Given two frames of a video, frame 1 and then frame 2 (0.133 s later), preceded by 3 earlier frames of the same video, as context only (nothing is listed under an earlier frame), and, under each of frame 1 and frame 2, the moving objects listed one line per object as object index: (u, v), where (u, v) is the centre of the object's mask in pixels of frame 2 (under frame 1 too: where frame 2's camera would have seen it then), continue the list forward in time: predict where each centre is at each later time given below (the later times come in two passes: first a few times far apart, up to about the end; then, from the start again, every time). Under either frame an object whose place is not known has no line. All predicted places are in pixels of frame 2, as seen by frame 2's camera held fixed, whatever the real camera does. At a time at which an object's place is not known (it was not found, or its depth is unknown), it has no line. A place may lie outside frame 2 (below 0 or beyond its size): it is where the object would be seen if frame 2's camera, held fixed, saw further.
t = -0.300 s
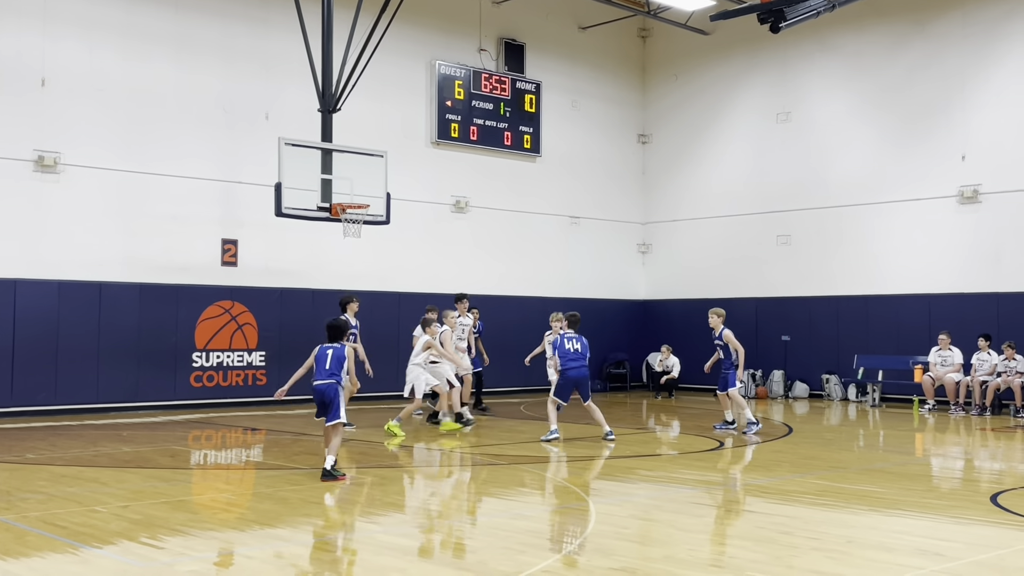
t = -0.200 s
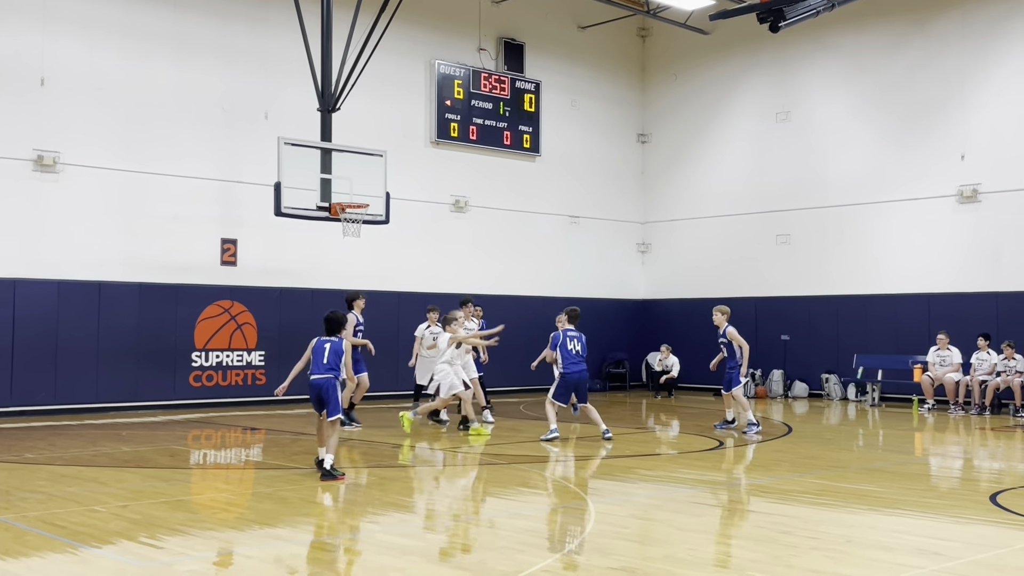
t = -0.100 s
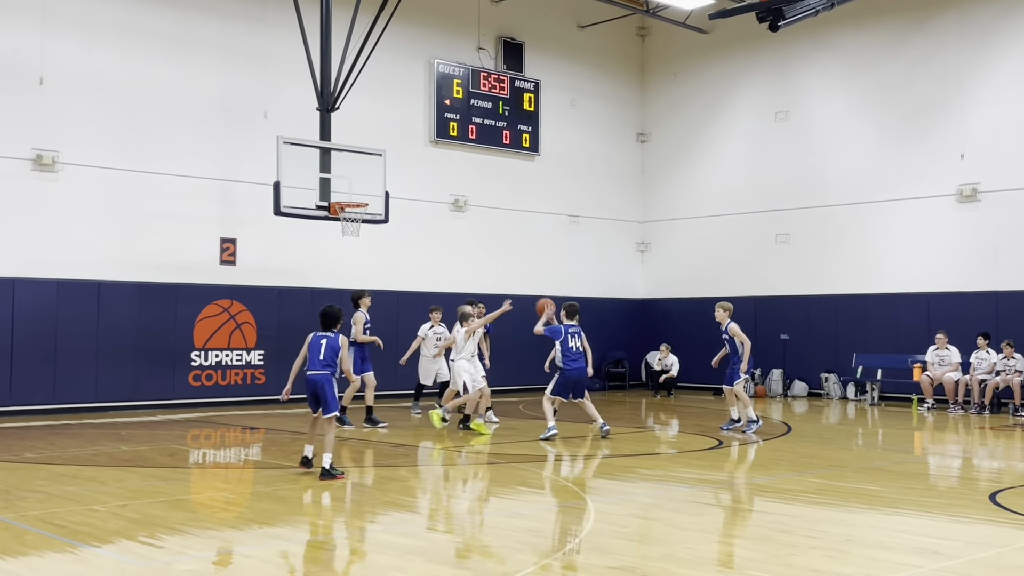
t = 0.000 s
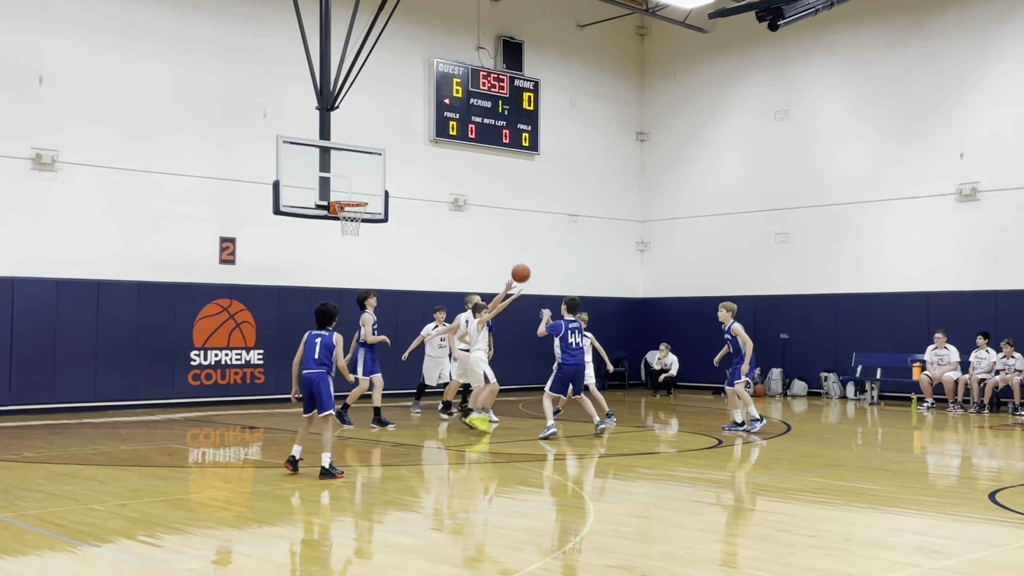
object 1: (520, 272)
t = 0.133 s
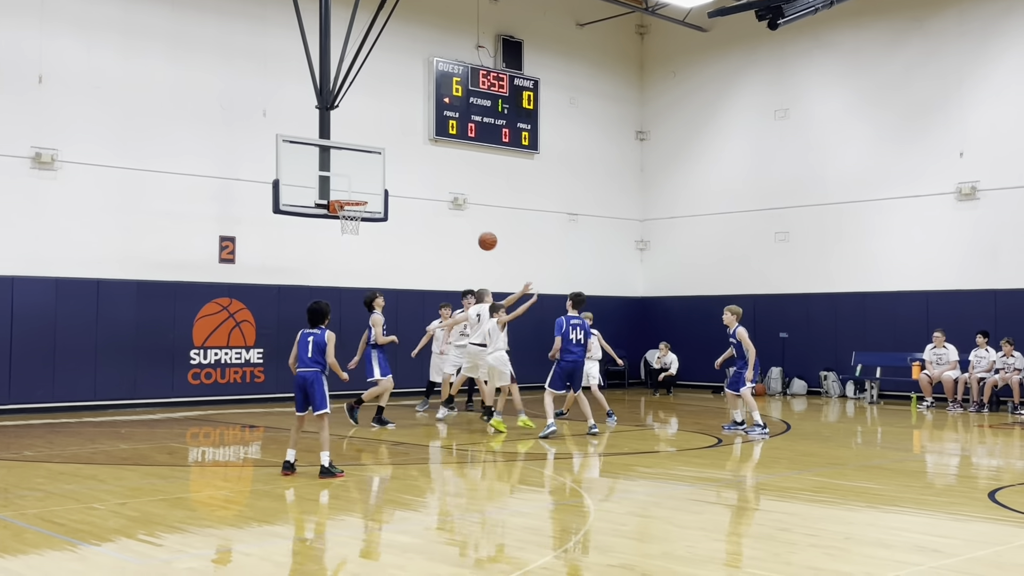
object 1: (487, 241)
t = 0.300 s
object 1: (448, 222)
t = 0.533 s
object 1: (398, 231)
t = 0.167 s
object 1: (479, 236)
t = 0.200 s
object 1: (471, 231)
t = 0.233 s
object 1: (463, 227)
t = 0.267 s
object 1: (455, 224)
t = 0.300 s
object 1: (448, 222)
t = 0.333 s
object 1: (440, 221)
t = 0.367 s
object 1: (436, 221)
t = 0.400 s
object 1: (428, 222)
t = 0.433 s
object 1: (421, 223)
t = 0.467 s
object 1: (413, 225)
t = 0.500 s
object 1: (405, 228)
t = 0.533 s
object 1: (398, 231)
